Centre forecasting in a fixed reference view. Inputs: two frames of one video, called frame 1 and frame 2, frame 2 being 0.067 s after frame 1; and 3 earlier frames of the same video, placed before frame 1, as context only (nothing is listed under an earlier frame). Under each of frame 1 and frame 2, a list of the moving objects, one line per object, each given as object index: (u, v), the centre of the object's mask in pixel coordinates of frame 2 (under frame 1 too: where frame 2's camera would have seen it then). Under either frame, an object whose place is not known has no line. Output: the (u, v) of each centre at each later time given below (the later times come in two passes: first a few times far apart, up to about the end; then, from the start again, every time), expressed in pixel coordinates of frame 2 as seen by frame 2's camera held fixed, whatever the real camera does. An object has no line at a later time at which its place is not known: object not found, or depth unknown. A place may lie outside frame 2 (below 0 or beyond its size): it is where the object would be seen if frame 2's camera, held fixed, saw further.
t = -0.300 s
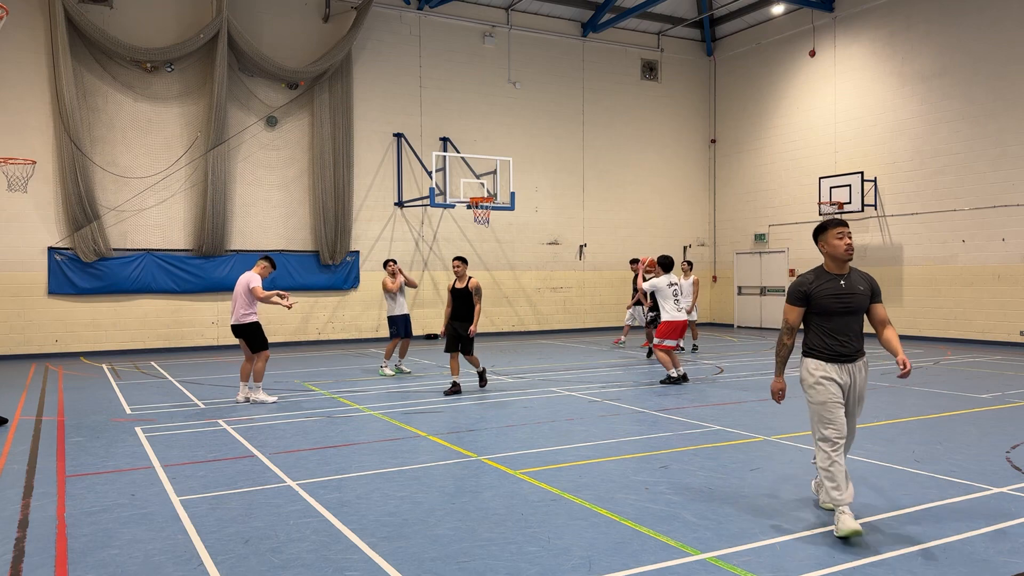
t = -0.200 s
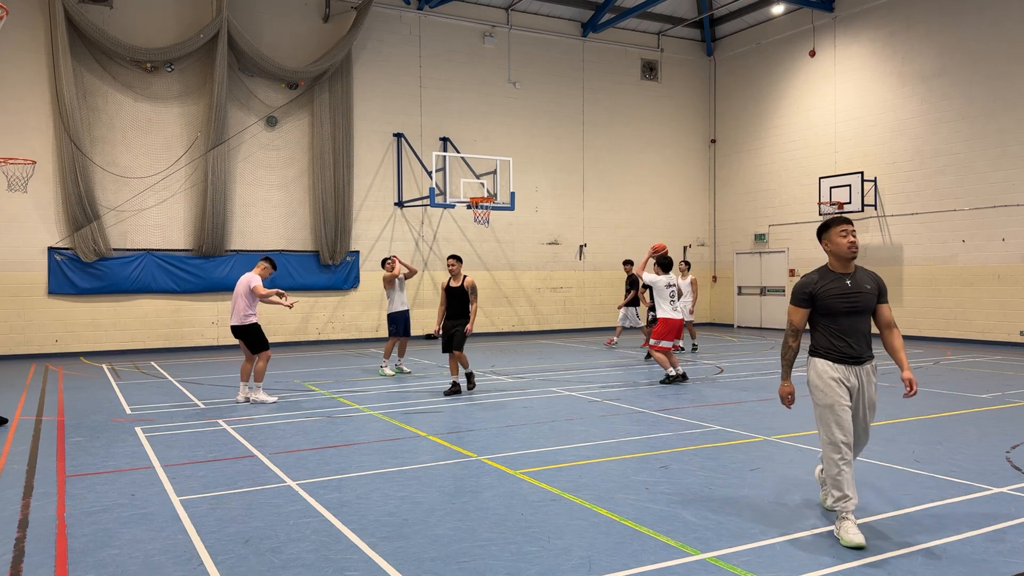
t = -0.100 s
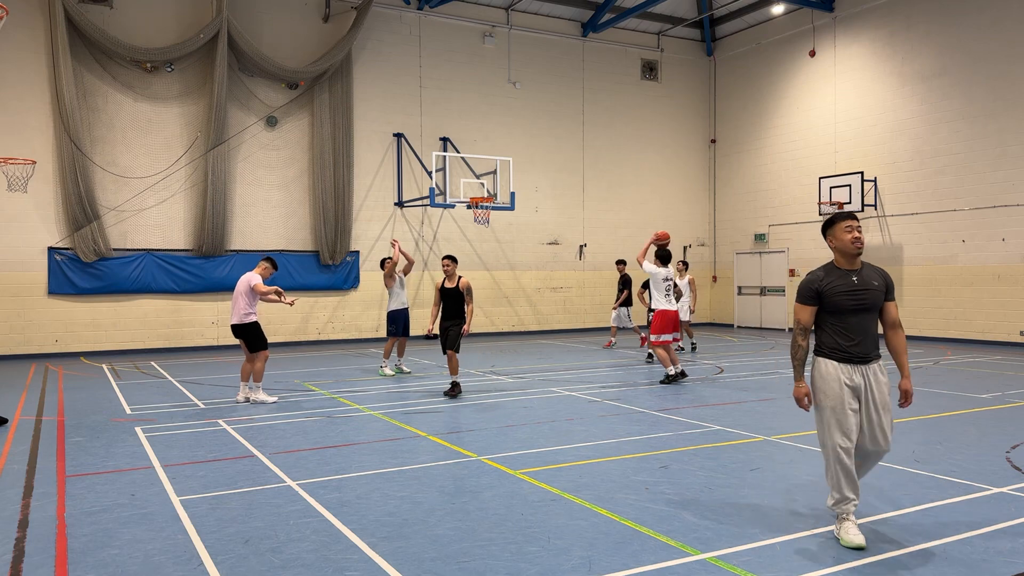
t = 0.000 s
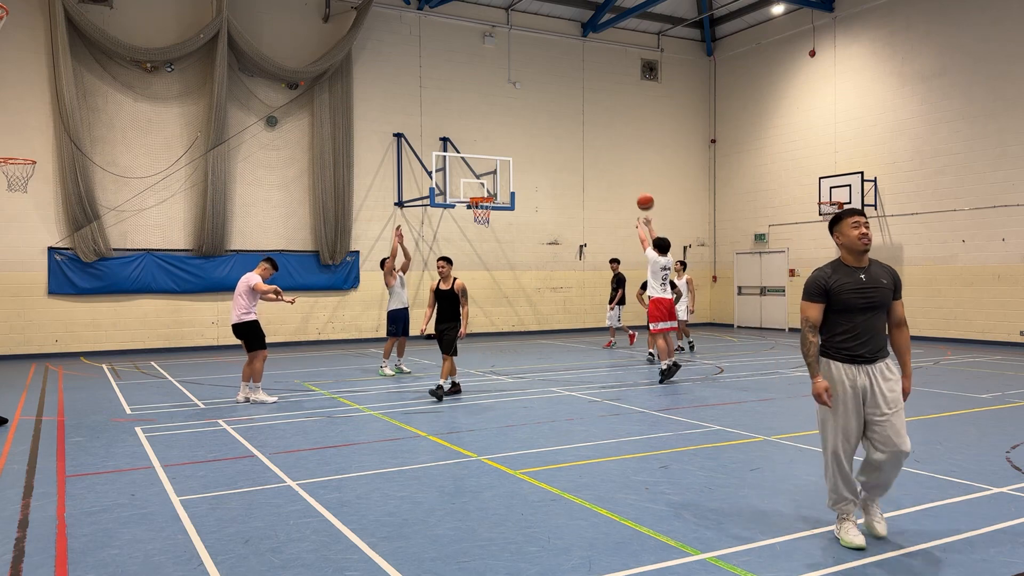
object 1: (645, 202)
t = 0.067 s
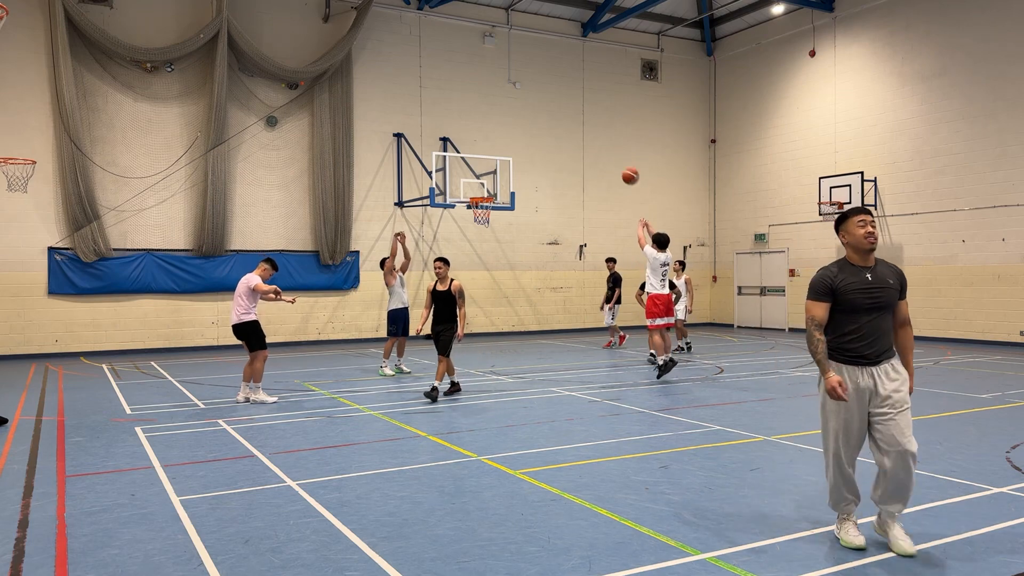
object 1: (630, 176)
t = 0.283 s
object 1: (588, 120)
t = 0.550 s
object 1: (546, 100)
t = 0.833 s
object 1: (510, 123)
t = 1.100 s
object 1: (482, 176)
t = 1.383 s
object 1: (478, 163)
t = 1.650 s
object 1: (484, 156)
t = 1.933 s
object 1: (491, 187)
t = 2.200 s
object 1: (503, 213)
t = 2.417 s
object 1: (513, 256)
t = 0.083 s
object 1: (627, 170)
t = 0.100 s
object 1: (623, 164)
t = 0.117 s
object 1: (620, 159)
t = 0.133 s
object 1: (616, 154)
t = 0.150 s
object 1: (613, 149)
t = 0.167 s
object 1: (610, 145)
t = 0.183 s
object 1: (607, 141)
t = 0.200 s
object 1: (603, 136)
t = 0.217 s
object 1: (600, 133)
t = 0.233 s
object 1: (597, 129)
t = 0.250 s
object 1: (594, 126)
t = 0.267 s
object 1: (591, 123)
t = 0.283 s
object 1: (588, 120)
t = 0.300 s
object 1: (585, 117)
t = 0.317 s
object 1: (582, 115)
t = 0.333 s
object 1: (579, 112)
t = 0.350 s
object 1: (577, 110)
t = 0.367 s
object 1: (574, 109)
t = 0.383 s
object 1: (571, 107)
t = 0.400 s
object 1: (569, 105)
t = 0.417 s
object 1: (566, 104)
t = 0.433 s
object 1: (563, 103)
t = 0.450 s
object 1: (561, 102)
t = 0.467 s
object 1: (558, 102)
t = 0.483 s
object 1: (555, 101)
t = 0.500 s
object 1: (553, 100)
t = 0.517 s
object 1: (550, 100)
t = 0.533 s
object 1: (548, 100)
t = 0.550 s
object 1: (546, 100)
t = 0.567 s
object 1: (543, 100)
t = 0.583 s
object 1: (541, 101)
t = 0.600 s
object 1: (539, 101)
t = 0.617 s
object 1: (536, 102)
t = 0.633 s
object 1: (534, 102)
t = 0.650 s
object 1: (532, 103)
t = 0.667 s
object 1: (529, 105)
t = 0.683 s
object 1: (527, 106)
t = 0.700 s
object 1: (525, 107)
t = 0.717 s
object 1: (523, 109)
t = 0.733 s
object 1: (521, 110)
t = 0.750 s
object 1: (519, 112)
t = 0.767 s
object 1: (517, 114)
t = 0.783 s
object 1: (515, 116)
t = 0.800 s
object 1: (514, 118)
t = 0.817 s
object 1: (512, 120)
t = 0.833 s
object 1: (510, 123)
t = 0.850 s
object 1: (508, 125)
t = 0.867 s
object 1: (506, 128)
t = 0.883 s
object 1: (504, 131)
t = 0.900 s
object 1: (502, 134)
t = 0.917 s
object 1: (500, 137)
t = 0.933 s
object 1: (498, 140)
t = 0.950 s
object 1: (497, 143)
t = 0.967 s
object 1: (495, 146)
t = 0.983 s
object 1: (493, 149)
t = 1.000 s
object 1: (492, 153)
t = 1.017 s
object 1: (490, 156)
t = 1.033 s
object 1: (488, 160)
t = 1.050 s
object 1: (487, 164)
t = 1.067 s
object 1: (485, 167)
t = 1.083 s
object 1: (484, 171)
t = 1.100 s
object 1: (482, 176)
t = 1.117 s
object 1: (480, 180)
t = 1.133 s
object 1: (479, 184)
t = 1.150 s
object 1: (477, 188)
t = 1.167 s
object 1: (476, 192)
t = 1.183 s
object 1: (475, 192)
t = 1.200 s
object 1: (475, 188)
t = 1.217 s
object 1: (475, 185)
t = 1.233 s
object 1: (475, 181)
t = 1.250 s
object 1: (475, 179)
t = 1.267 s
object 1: (476, 177)
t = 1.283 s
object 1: (476, 174)
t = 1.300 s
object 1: (476, 172)
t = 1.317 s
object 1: (477, 169)
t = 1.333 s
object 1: (477, 168)
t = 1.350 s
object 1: (478, 166)
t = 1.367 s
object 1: (478, 164)
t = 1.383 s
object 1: (478, 163)
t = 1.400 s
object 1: (478, 162)
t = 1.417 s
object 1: (479, 160)
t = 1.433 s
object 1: (479, 159)
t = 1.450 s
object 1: (480, 158)
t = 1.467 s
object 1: (480, 157)
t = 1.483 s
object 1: (480, 156)
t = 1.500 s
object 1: (481, 156)
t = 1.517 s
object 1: (481, 155)
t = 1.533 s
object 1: (482, 155)
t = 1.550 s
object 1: (482, 155)
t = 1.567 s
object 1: (482, 155)
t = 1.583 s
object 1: (483, 155)
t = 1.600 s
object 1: (483, 155)
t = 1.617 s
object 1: (483, 155)
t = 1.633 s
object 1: (484, 156)
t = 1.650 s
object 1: (484, 156)
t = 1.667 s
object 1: (484, 157)
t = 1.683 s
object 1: (485, 158)
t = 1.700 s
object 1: (485, 159)
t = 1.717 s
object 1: (486, 160)
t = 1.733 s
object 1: (486, 162)
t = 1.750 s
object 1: (487, 163)
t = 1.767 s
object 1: (487, 164)
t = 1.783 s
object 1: (487, 165)
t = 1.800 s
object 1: (488, 167)
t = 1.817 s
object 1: (488, 169)
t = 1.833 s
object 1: (489, 172)
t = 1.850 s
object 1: (489, 174)
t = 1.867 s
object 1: (490, 176)
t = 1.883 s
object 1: (490, 179)
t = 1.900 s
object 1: (490, 181)
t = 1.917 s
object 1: (490, 184)
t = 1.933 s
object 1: (491, 187)
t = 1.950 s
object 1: (491, 190)
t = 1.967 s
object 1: (492, 193)
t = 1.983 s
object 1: (492, 195)
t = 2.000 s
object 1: (493, 195)
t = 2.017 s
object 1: (494, 196)
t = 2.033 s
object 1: (495, 197)
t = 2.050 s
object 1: (496, 198)
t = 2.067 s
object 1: (496, 199)
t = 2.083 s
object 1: (497, 201)
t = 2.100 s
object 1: (498, 202)
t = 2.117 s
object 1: (499, 203)
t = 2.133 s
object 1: (499, 205)
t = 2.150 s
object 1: (500, 207)
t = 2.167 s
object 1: (501, 209)
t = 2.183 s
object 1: (502, 211)
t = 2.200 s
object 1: (503, 213)
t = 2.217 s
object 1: (504, 216)
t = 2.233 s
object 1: (504, 219)
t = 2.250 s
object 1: (505, 221)
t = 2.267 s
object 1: (506, 224)
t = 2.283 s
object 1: (507, 227)
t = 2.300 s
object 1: (507, 230)
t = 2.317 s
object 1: (508, 233)
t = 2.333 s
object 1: (509, 237)
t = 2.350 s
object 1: (510, 240)
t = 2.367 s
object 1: (511, 244)
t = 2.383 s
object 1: (511, 248)
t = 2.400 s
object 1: (512, 251)
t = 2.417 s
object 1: (513, 256)
